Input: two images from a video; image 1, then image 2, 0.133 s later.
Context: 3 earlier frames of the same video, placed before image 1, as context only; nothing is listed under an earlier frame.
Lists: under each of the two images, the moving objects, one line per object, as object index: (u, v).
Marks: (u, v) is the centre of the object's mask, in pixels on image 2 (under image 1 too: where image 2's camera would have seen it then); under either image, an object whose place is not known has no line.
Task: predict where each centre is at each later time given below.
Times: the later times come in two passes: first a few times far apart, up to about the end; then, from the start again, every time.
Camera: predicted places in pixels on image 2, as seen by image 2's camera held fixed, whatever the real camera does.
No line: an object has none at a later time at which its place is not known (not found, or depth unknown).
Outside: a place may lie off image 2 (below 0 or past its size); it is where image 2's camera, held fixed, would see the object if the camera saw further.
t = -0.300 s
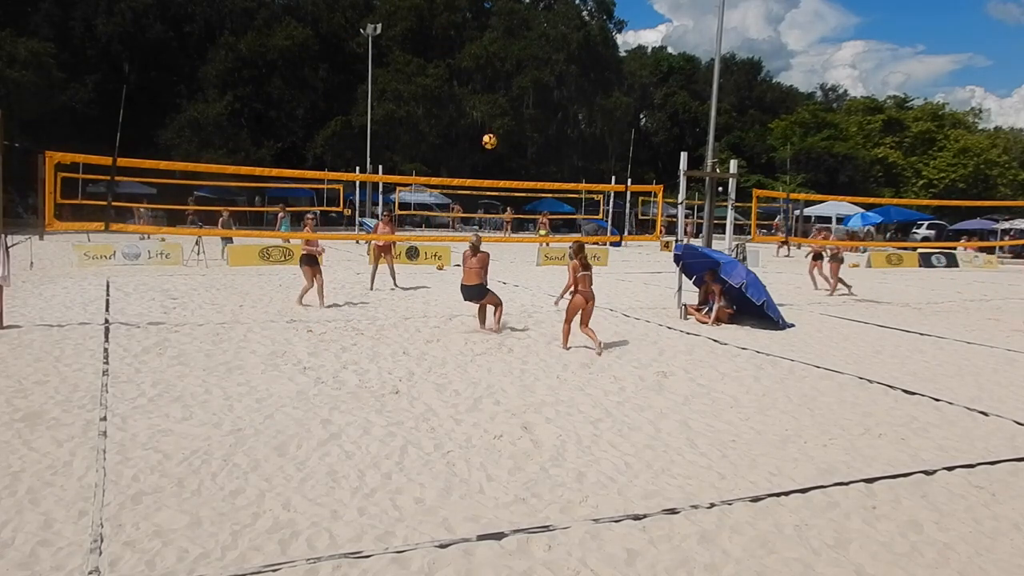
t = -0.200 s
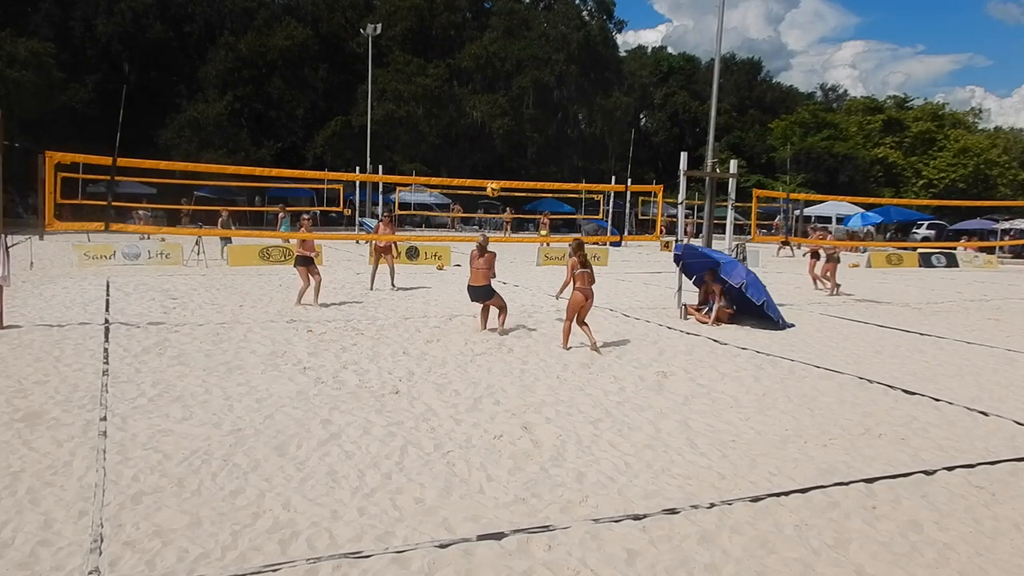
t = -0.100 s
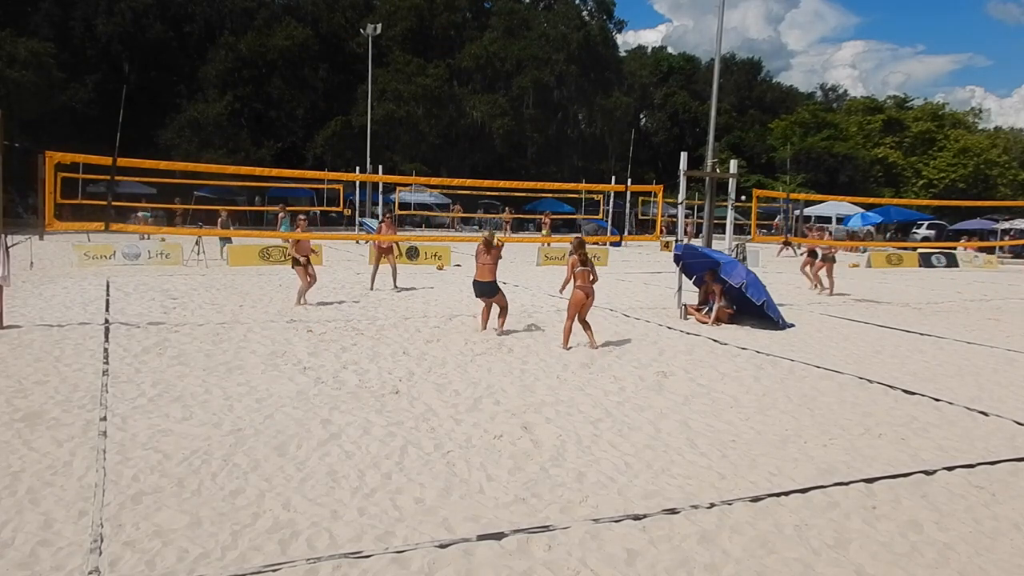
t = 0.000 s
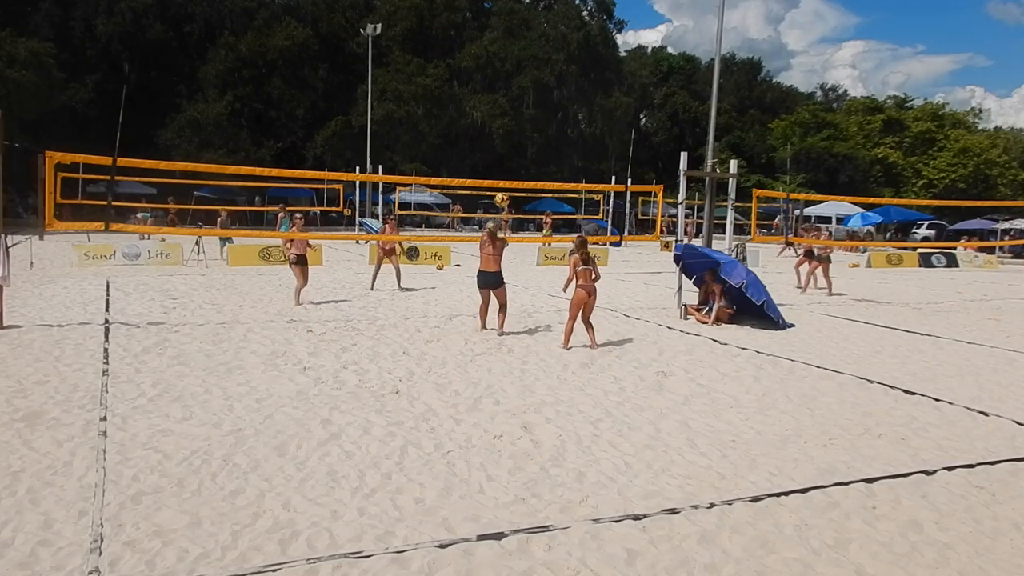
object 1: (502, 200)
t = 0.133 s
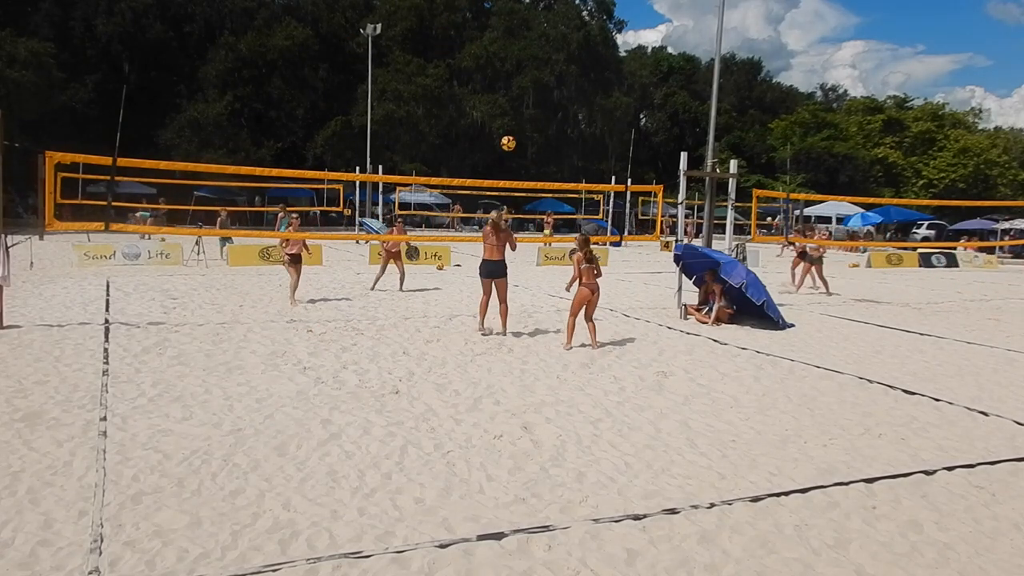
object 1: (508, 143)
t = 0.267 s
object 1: (513, 98)
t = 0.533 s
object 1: (522, 47)
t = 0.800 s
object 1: (528, 44)
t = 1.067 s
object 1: (533, 88)
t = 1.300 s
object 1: (536, 163)
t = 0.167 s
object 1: (509, 130)
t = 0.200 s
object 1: (511, 119)
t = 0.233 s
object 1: (512, 108)
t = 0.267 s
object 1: (513, 98)
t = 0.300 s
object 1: (514, 89)
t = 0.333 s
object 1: (516, 81)
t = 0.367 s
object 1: (517, 73)
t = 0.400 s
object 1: (518, 66)
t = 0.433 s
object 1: (519, 61)
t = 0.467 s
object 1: (520, 55)
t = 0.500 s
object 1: (521, 51)
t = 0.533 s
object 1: (522, 47)
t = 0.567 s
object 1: (522, 44)
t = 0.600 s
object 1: (523, 42)
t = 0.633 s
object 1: (524, 40)
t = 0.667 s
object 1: (525, 39)
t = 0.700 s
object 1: (526, 39)
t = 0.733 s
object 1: (527, 40)
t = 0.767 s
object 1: (527, 41)
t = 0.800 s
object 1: (528, 44)
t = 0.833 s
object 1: (529, 47)
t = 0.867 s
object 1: (529, 50)
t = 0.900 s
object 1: (530, 55)
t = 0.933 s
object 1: (531, 60)
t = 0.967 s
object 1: (531, 66)
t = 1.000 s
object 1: (532, 72)
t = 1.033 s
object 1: (532, 80)
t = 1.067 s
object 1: (533, 88)
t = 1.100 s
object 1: (534, 97)
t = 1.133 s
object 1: (534, 106)
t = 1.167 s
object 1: (534, 116)
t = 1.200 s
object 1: (535, 127)
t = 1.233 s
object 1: (535, 139)
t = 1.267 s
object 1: (536, 151)
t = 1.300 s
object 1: (536, 163)
